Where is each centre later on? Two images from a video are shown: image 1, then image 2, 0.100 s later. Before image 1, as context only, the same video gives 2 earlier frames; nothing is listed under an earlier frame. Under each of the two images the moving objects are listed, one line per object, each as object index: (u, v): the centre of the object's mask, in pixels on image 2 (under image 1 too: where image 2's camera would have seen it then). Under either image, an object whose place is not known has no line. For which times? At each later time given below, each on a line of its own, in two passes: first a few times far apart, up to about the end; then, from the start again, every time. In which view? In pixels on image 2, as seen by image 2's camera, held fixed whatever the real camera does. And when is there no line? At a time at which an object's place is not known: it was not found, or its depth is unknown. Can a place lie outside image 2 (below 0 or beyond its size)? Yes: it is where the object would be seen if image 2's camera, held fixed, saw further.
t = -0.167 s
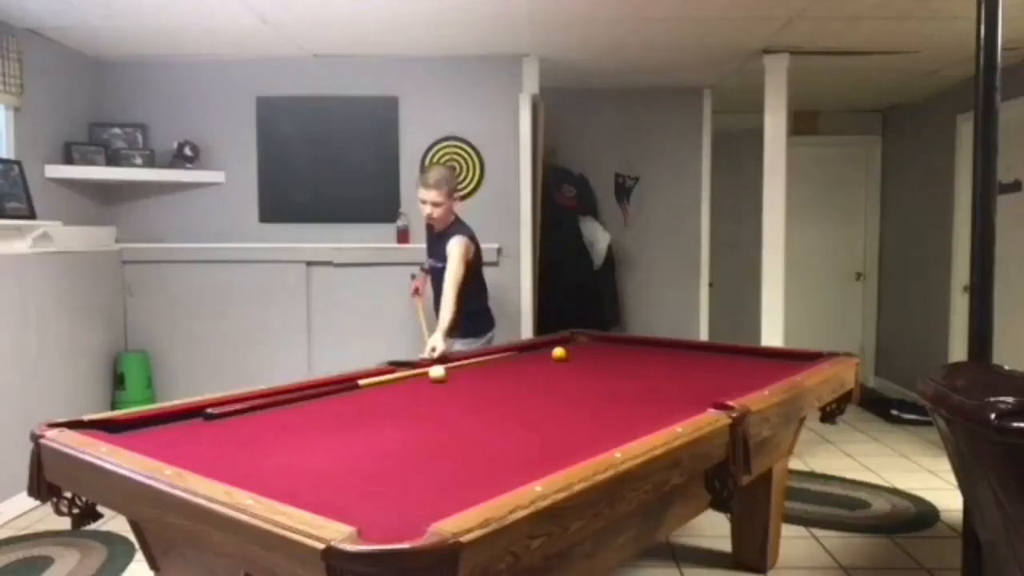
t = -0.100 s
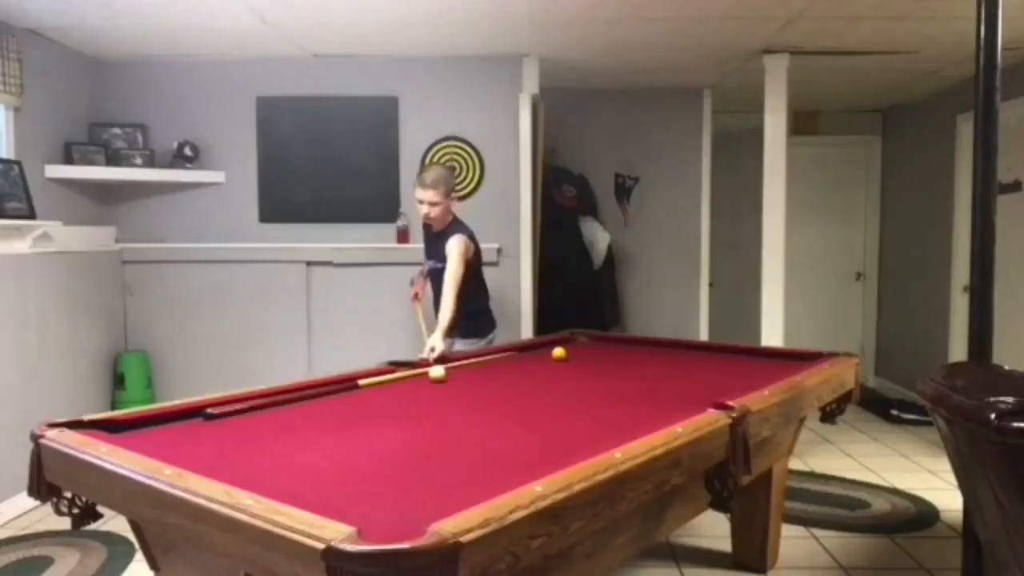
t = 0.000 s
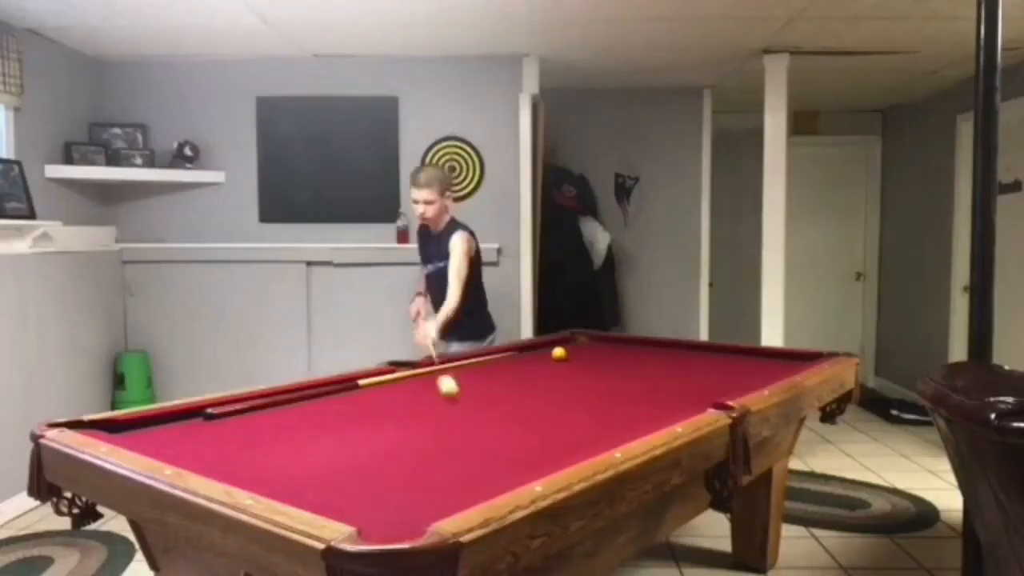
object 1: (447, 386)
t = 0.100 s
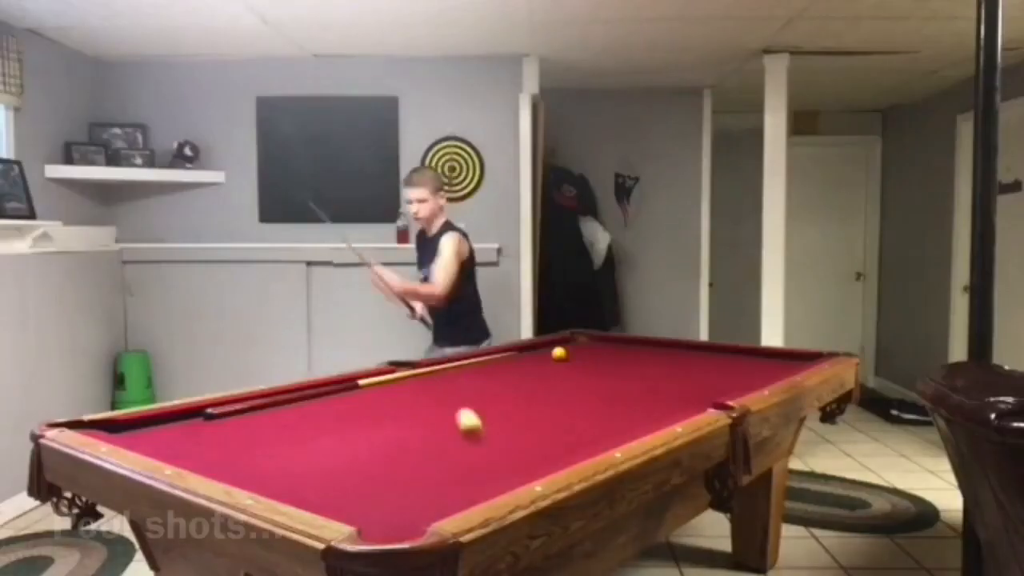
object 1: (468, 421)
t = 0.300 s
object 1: (361, 484)
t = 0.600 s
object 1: (284, 416)
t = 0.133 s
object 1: (477, 434)
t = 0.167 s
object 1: (487, 450)
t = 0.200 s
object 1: (497, 468)
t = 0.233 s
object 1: (468, 476)
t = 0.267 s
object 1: (415, 483)
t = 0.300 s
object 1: (361, 484)
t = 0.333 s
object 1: (310, 481)
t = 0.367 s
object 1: (283, 474)
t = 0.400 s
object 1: (283, 466)
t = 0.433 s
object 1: (284, 454)
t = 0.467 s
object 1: (284, 444)
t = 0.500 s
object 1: (284, 436)
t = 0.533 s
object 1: (285, 428)
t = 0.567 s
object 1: (284, 422)
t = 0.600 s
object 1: (284, 416)
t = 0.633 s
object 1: (283, 410)
